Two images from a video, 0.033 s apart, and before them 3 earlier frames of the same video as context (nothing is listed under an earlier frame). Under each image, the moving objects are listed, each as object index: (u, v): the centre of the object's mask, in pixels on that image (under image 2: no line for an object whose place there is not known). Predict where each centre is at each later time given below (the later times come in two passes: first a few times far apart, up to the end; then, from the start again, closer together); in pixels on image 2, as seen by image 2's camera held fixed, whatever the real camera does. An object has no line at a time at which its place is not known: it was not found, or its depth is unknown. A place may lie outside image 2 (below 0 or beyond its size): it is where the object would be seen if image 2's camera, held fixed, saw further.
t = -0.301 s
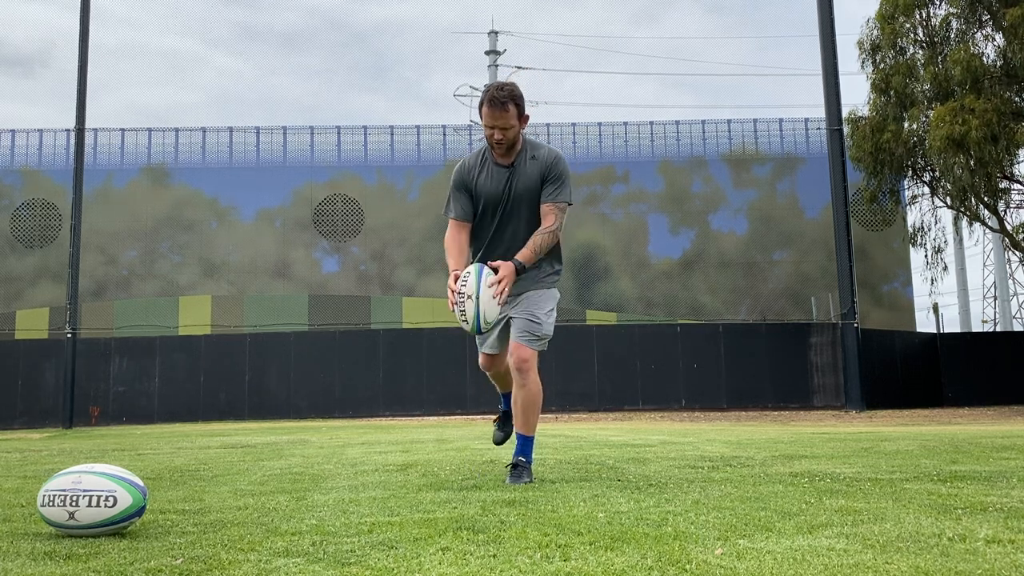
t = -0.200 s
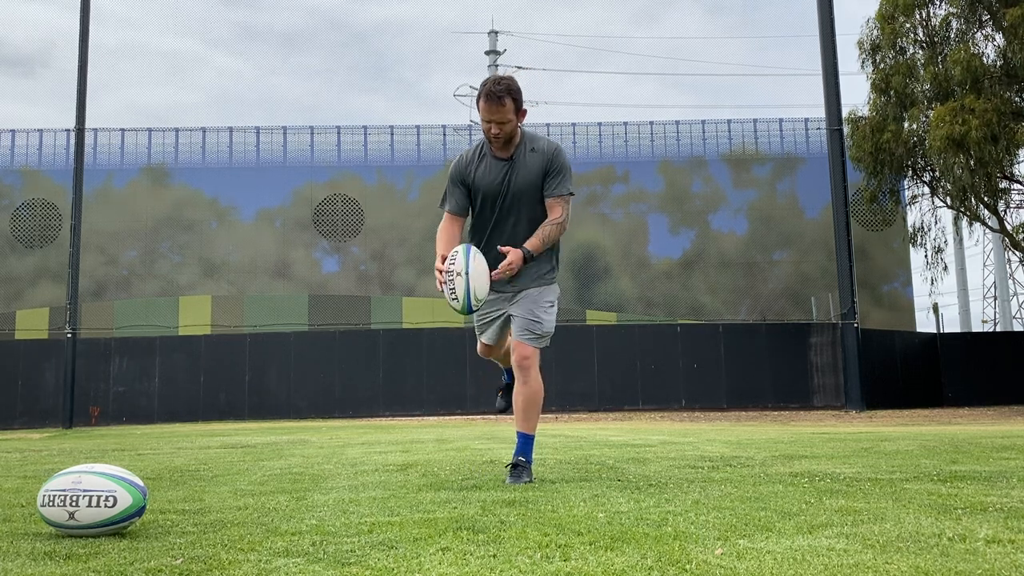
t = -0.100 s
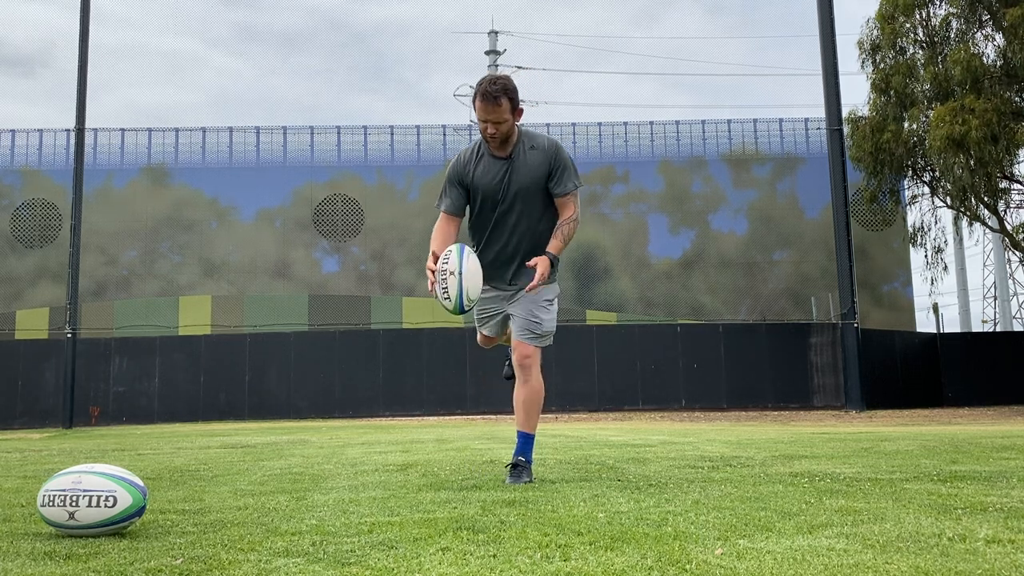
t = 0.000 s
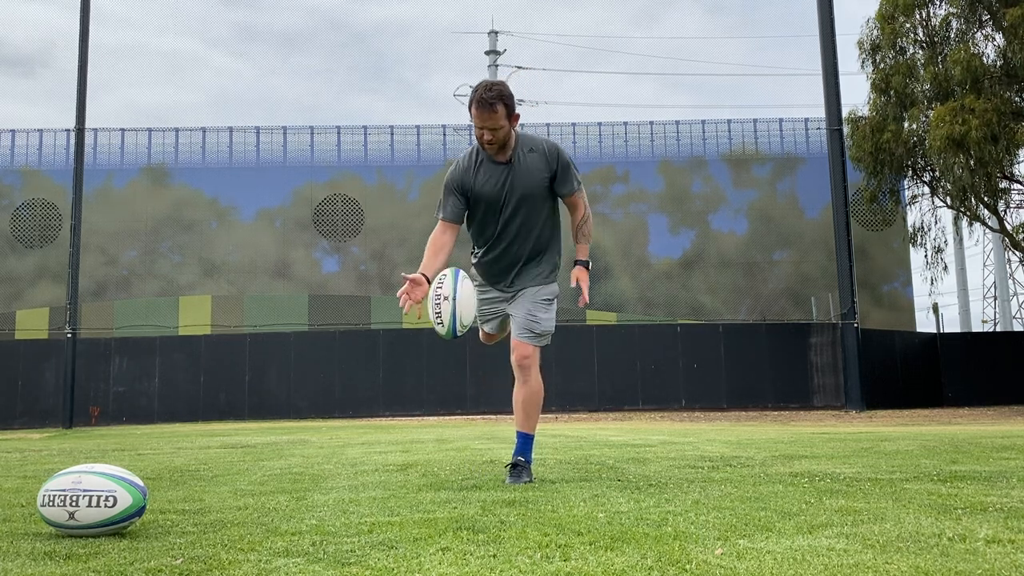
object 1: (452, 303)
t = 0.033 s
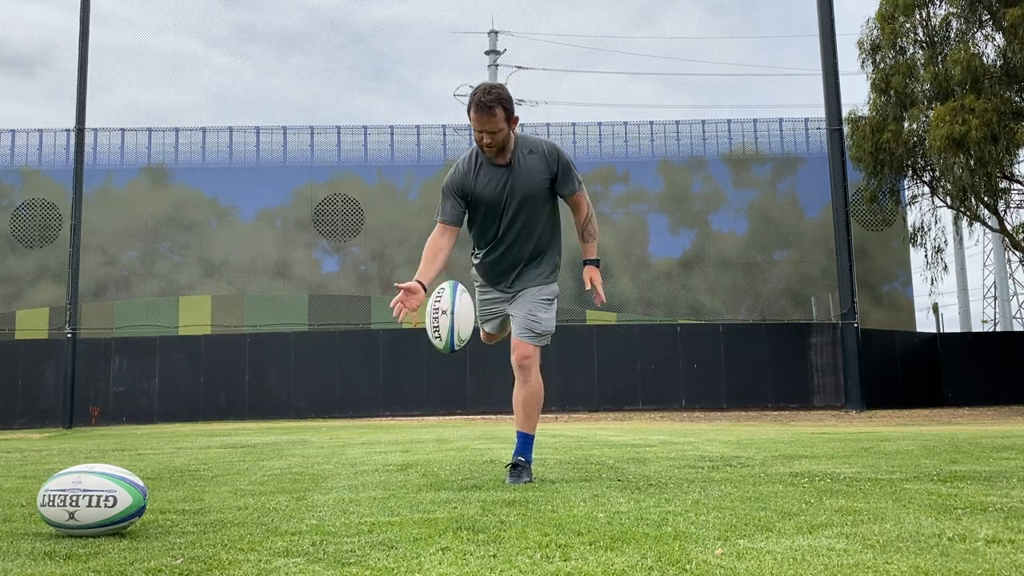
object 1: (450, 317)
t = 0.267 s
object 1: (439, 448)
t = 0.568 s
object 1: (455, 410)
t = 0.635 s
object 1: (459, 433)
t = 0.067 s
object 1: (448, 333)
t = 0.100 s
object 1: (446, 353)
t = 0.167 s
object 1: (441, 401)
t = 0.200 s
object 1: (439, 430)
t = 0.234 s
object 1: (437, 460)
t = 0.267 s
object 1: (439, 448)
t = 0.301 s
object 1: (440, 432)
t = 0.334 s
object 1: (442, 419)
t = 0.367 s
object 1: (444, 409)
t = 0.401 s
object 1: (446, 402)
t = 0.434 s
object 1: (448, 398)
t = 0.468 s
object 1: (449, 397)
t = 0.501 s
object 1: (451, 398)
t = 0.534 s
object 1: (453, 403)
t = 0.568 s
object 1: (455, 410)
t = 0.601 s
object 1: (458, 420)
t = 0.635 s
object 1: (459, 433)
